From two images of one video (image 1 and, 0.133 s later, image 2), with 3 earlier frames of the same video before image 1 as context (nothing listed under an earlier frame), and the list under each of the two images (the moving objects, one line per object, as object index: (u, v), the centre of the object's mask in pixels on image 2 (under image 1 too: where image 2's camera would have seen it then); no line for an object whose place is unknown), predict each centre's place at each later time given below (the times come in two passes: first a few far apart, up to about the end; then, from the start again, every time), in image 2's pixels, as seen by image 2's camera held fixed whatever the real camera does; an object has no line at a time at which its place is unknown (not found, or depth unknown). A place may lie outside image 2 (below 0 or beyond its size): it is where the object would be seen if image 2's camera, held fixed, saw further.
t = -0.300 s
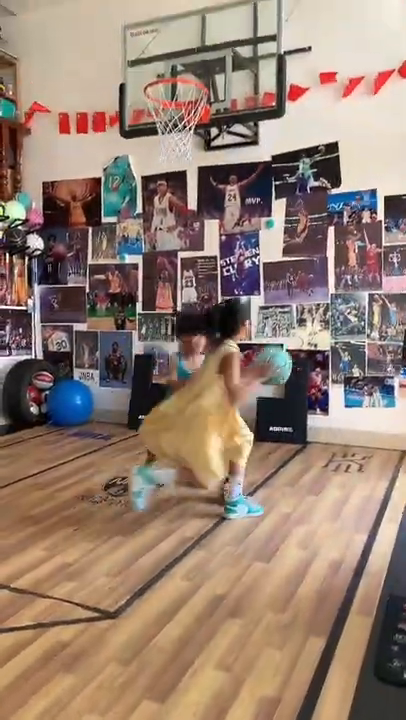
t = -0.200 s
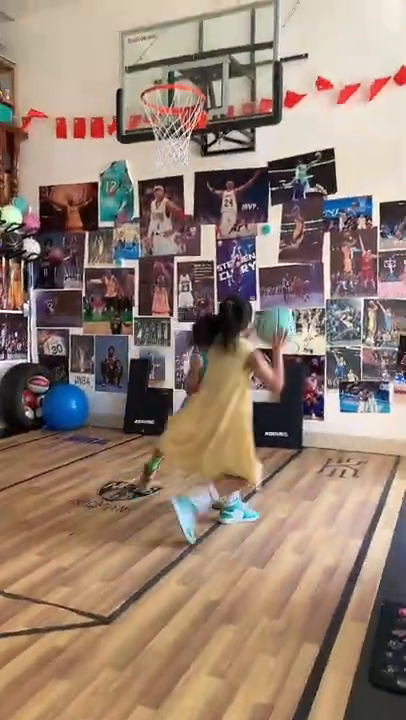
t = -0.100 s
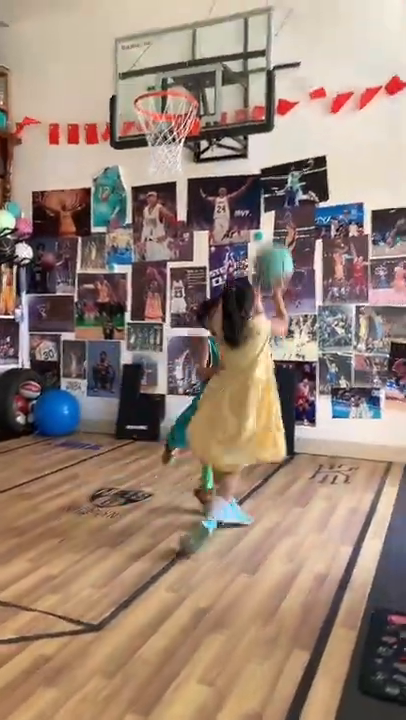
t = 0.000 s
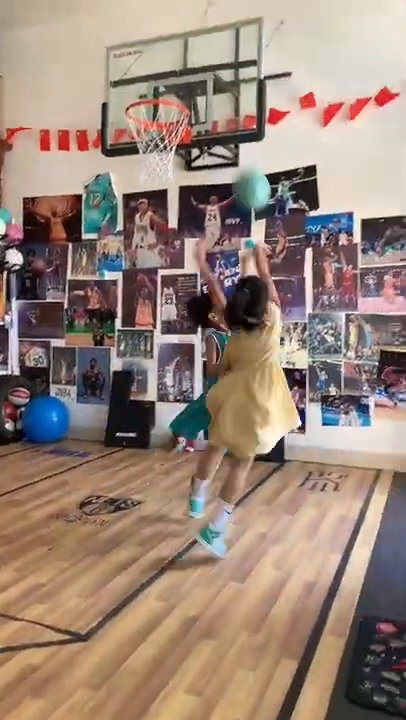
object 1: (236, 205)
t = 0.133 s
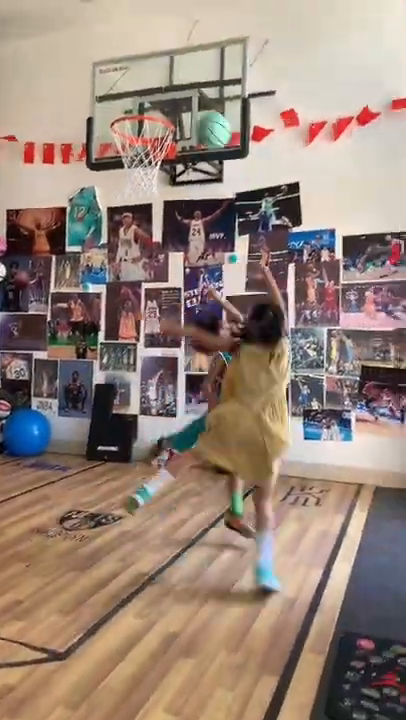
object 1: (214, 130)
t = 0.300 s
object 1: (190, 90)
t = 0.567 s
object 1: (159, 101)
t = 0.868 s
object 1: (118, 160)
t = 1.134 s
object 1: (125, 220)
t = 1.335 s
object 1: (130, 329)
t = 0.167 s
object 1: (209, 119)
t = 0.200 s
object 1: (203, 107)
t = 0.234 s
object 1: (198, 98)
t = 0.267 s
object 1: (194, 94)
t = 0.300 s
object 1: (190, 90)
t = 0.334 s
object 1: (186, 87)
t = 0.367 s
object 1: (183, 86)
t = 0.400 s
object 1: (179, 86)
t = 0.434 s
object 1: (174, 88)
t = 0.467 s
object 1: (170, 90)
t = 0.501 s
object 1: (167, 95)
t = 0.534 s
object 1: (164, 99)
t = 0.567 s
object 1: (159, 101)
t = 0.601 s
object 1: (154, 102)
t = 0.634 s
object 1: (148, 105)
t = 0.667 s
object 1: (142, 113)
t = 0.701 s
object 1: (140, 119)
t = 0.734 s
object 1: (135, 130)
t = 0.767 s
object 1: (129, 136)
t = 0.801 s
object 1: (123, 148)
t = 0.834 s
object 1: (120, 154)
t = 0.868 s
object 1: (118, 160)
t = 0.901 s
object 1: (118, 163)
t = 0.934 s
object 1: (118, 167)
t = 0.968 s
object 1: (119, 171)
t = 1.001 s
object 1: (120, 177)
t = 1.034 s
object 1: (120, 184)
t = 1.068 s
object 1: (122, 196)
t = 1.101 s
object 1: (123, 208)
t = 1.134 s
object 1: (125, 220)
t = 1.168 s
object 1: (125, 232)
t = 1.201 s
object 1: (127, 251)
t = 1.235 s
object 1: (128, 269)
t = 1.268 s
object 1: (129, 288)
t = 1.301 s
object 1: (129, 306)
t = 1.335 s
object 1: (130, 329)
